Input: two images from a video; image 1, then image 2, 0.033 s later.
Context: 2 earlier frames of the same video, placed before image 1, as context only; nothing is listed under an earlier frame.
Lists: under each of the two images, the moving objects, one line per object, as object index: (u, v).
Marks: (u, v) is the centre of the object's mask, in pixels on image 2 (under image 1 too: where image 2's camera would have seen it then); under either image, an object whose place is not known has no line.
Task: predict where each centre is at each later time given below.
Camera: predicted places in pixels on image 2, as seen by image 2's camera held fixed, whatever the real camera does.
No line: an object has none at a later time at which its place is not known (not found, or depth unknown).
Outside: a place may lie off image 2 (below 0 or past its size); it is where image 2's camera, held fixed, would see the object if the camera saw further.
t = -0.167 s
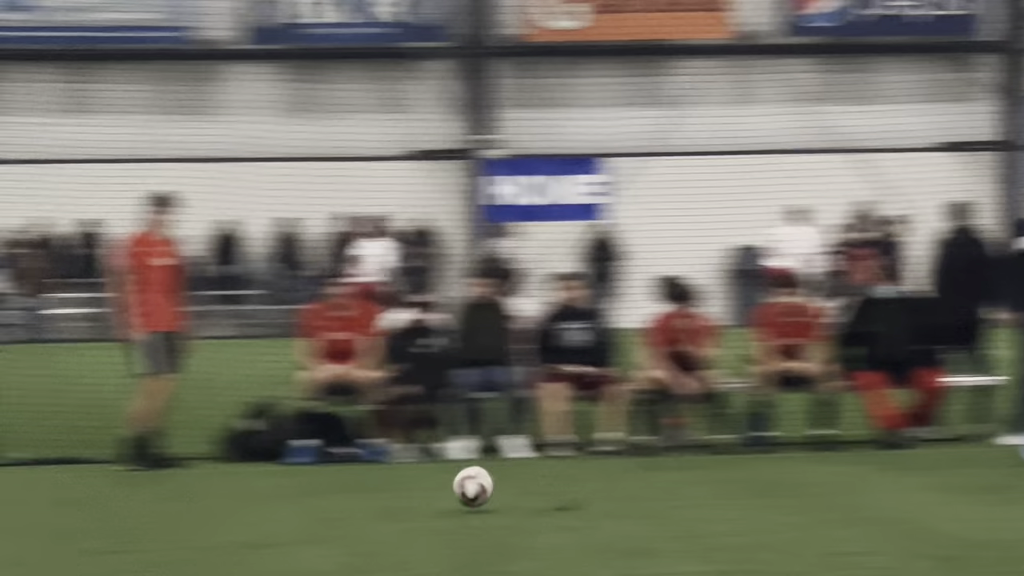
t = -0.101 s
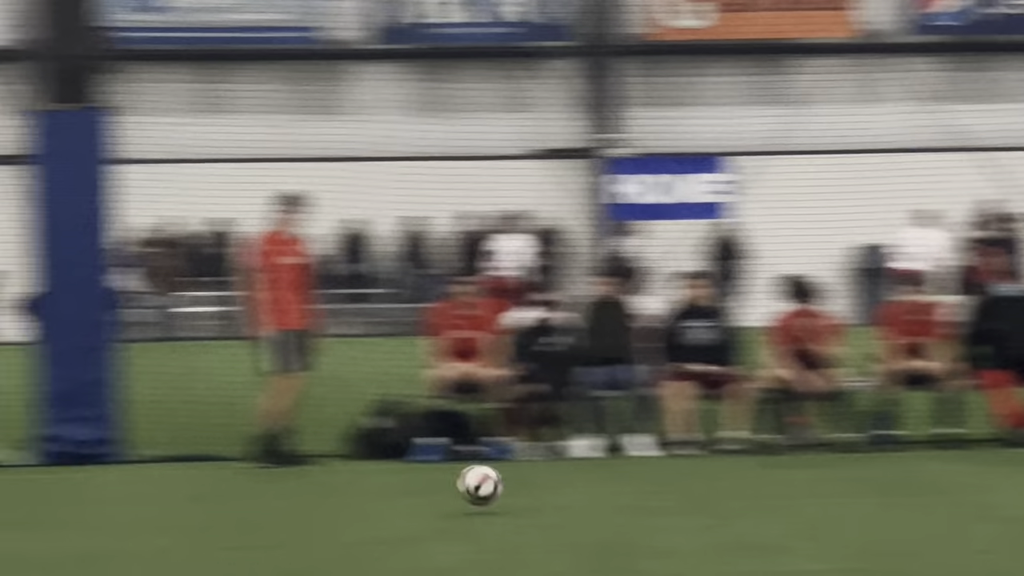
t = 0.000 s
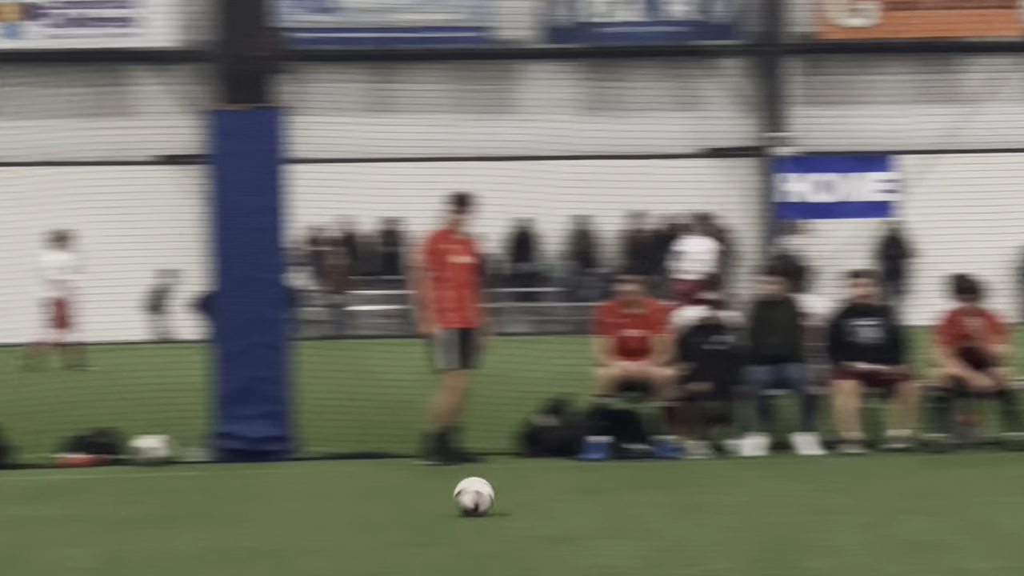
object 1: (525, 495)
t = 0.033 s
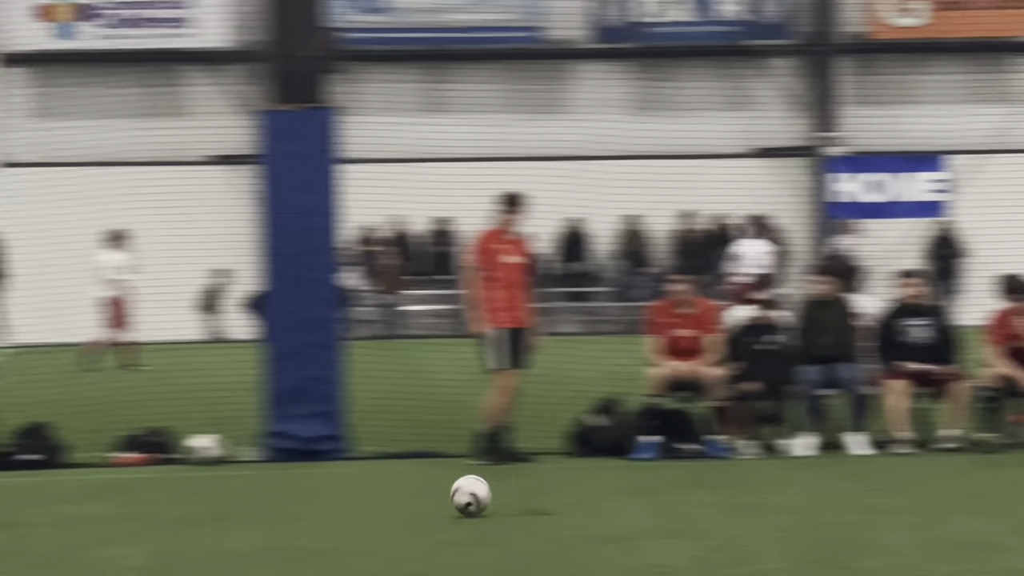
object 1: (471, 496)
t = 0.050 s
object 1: (444, 496)
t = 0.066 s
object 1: (417, 497)
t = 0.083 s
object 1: (391, 500)
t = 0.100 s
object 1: (364, 503)
